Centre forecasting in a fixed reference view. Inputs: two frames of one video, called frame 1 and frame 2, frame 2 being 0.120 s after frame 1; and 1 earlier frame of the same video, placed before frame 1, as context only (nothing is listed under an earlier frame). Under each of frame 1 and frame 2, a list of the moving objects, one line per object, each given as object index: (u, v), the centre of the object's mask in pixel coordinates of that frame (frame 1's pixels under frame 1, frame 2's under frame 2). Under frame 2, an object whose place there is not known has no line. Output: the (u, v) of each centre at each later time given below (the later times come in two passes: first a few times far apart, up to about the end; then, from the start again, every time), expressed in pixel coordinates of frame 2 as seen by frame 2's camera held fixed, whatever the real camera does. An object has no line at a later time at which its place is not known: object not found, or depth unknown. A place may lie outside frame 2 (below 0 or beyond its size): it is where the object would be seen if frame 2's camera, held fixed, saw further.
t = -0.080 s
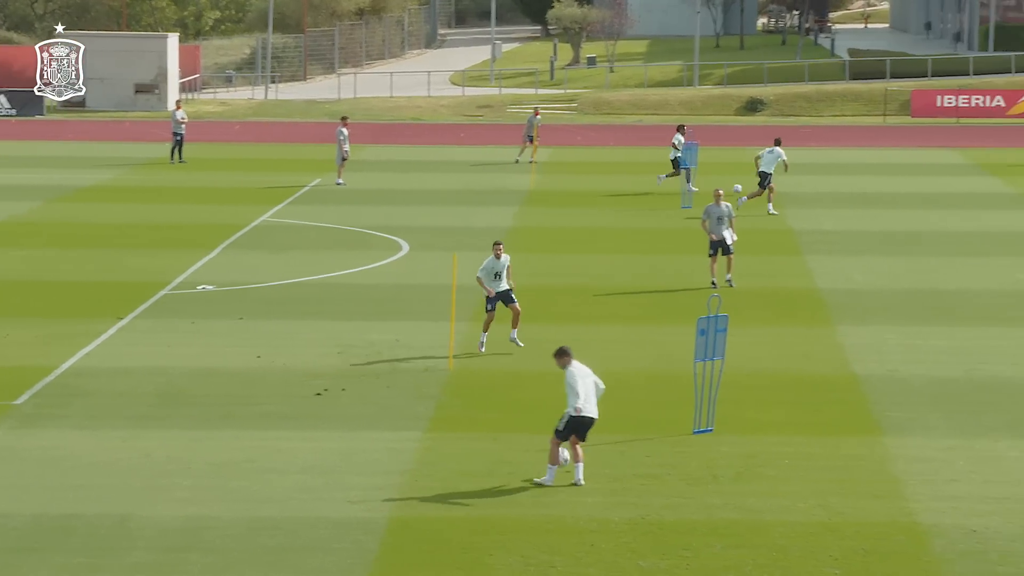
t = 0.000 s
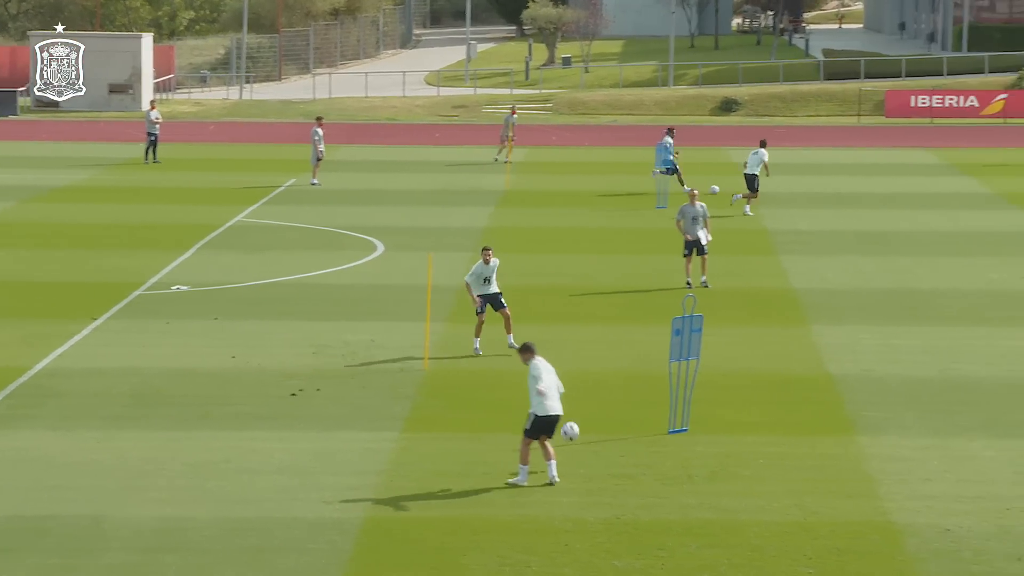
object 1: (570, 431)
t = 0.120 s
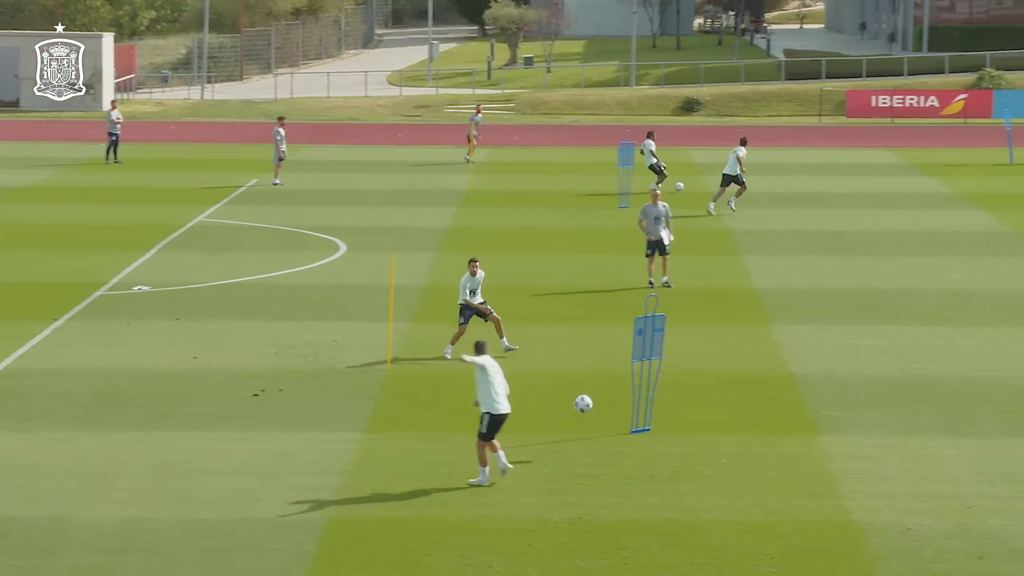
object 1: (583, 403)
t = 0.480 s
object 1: (723, 397)
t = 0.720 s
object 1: (798, 385)
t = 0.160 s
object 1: (600, 397)
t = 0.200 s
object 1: (615, 393)
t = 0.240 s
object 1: (631, 390)
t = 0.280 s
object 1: (647, 387)
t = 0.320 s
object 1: (663, 387)
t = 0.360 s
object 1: (678, 388)
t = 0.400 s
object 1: (693, 389)
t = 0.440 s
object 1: (708, 392)
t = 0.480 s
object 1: (723, 397)
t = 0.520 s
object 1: (737, 402)
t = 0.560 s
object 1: (751, 408)
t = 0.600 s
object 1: (764, 406)
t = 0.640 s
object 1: (776, 397)
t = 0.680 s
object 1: (787, 390)
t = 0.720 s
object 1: (798, 385)
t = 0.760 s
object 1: (810, 380)
